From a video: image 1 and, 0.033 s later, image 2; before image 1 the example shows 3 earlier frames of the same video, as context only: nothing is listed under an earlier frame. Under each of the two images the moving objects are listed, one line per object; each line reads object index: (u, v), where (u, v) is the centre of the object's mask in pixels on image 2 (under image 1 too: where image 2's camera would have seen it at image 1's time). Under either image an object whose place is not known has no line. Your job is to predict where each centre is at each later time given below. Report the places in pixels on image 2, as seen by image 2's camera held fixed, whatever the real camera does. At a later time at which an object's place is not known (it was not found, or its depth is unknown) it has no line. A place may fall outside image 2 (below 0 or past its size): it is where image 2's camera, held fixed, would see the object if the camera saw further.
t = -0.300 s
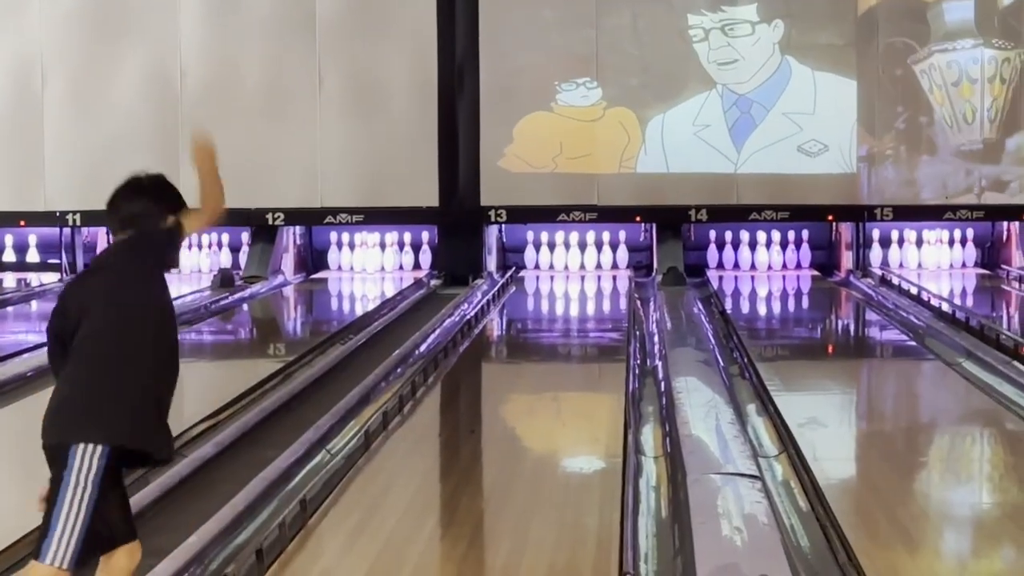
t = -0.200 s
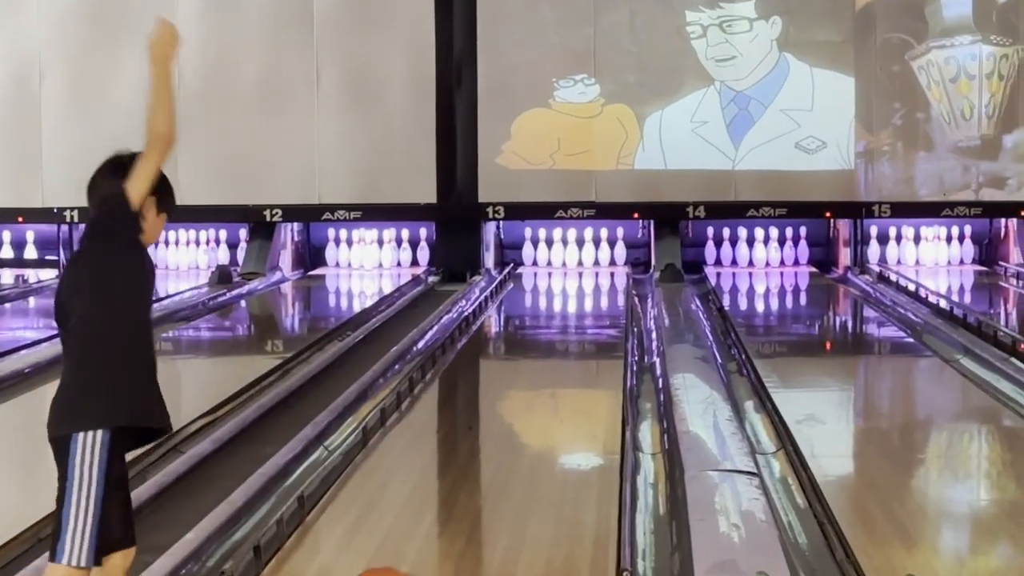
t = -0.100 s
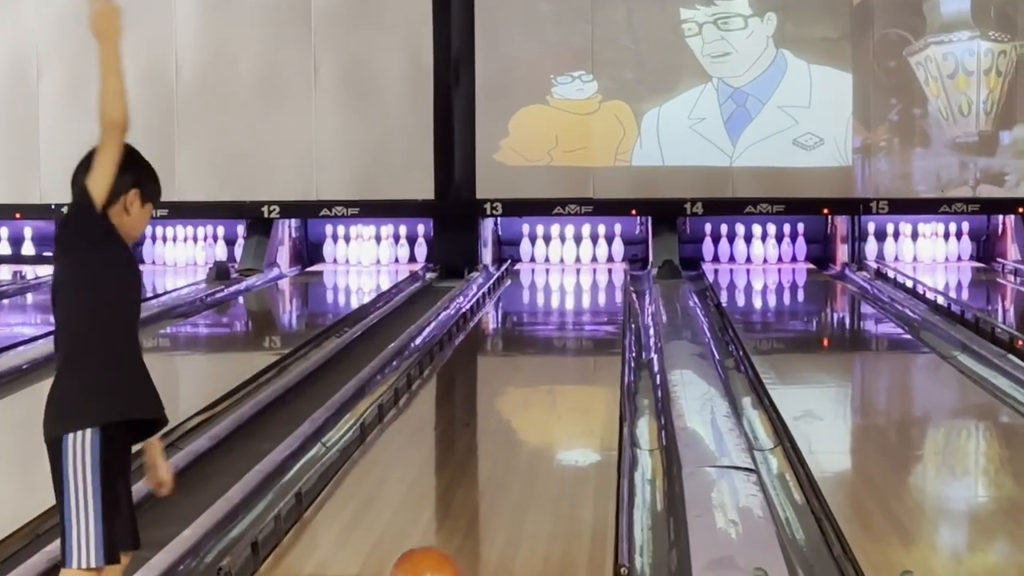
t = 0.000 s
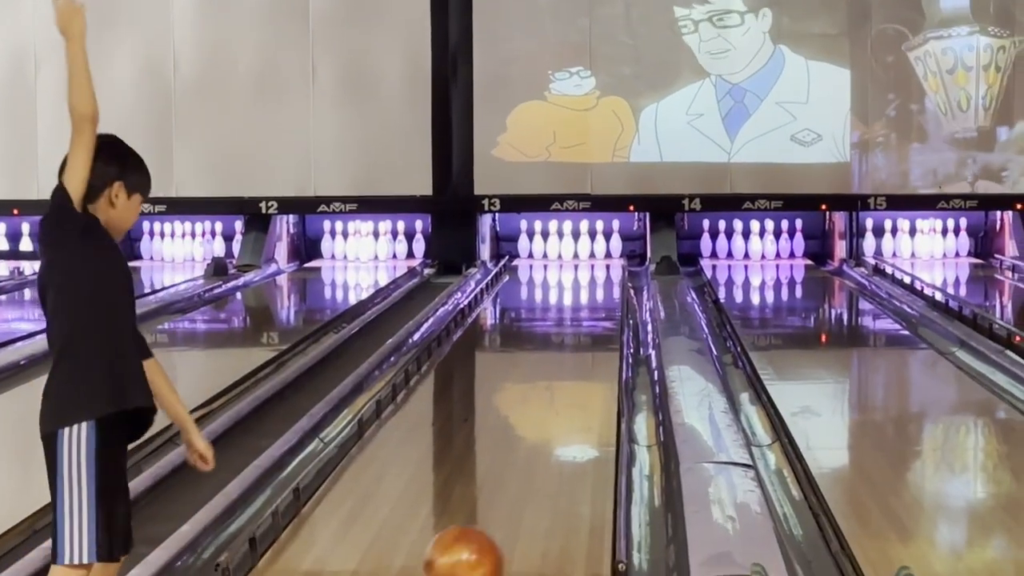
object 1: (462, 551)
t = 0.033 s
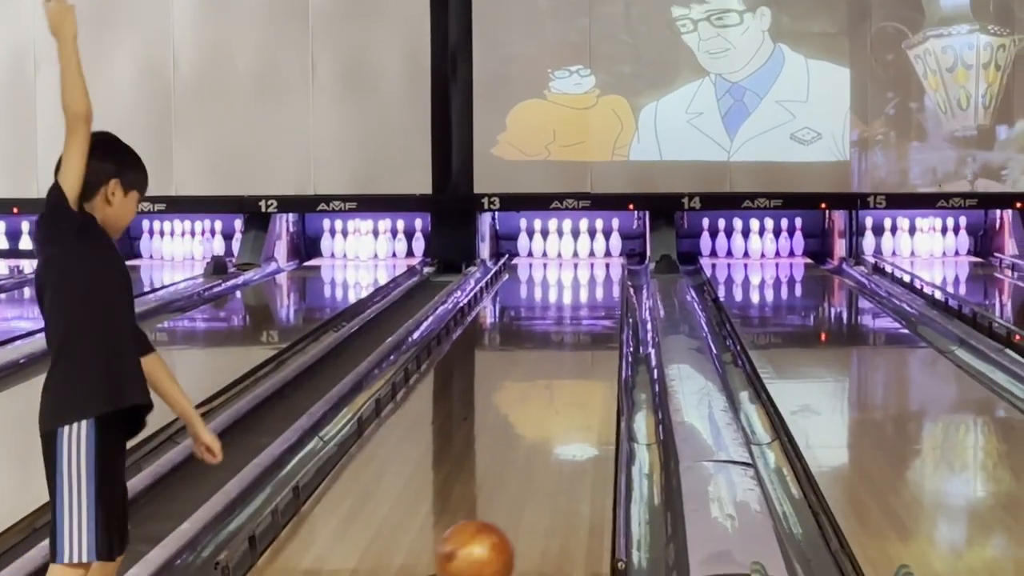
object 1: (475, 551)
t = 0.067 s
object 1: (488, 550)
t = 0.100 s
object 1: (500, 547)
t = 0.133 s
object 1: (511, 545)
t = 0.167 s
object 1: (522, 542)
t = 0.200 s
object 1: (533, 538)
